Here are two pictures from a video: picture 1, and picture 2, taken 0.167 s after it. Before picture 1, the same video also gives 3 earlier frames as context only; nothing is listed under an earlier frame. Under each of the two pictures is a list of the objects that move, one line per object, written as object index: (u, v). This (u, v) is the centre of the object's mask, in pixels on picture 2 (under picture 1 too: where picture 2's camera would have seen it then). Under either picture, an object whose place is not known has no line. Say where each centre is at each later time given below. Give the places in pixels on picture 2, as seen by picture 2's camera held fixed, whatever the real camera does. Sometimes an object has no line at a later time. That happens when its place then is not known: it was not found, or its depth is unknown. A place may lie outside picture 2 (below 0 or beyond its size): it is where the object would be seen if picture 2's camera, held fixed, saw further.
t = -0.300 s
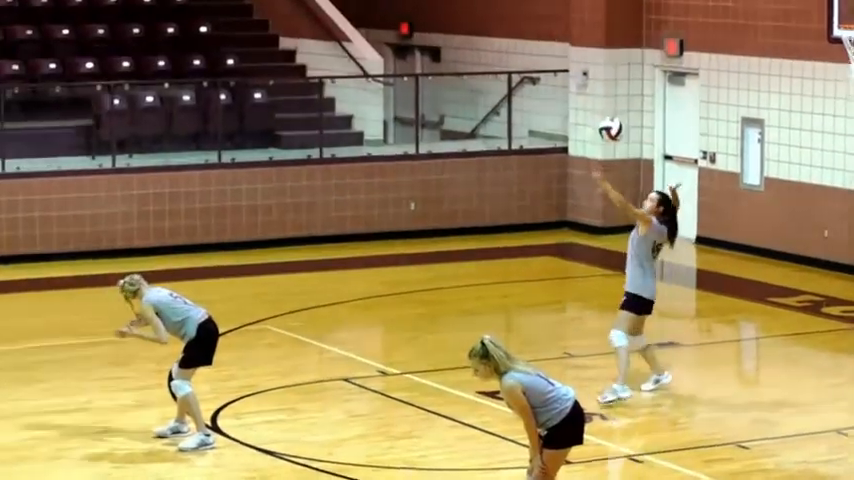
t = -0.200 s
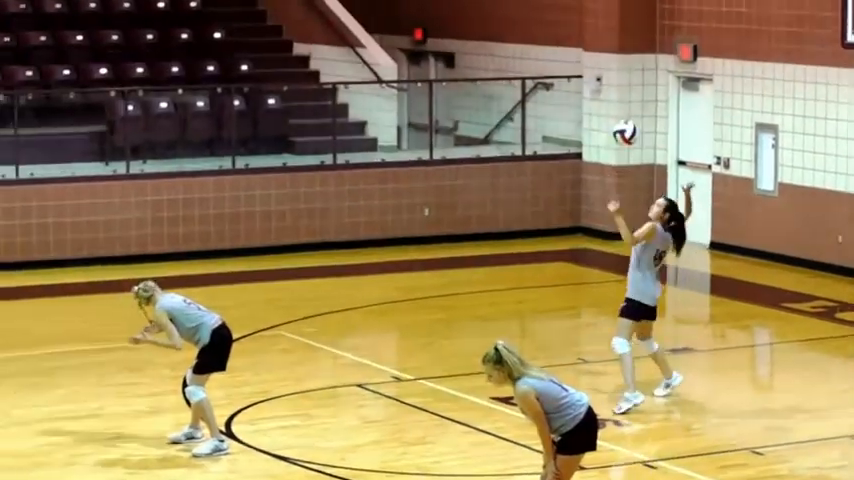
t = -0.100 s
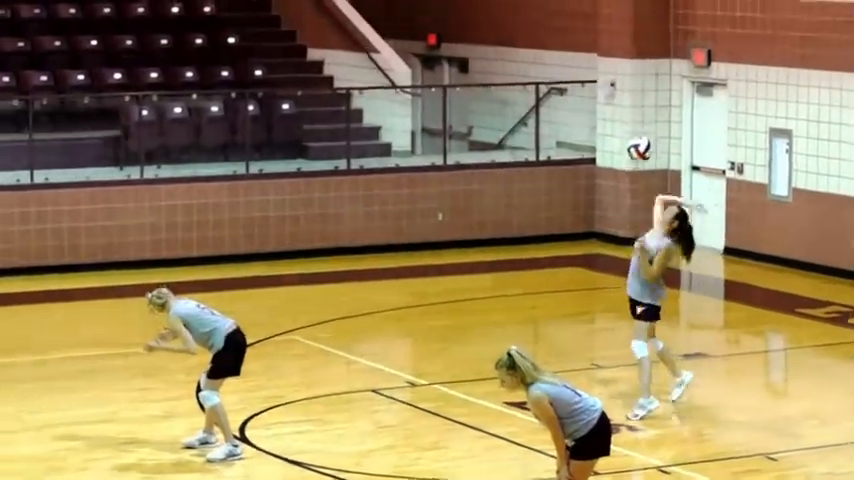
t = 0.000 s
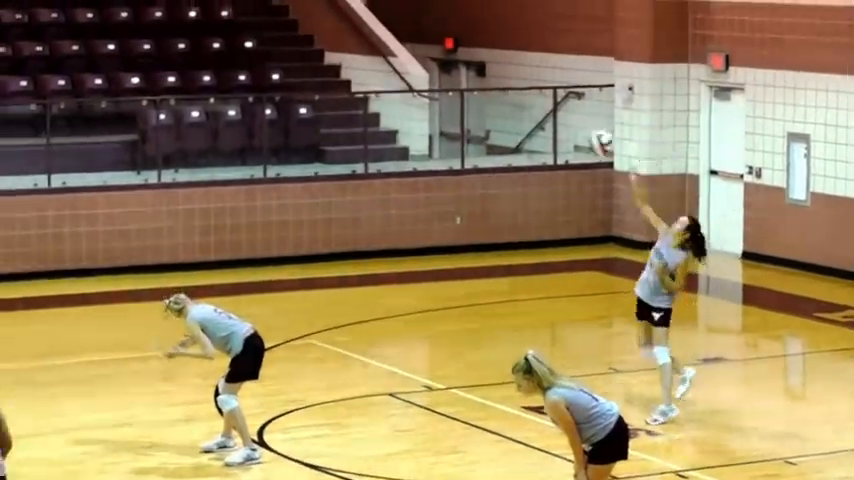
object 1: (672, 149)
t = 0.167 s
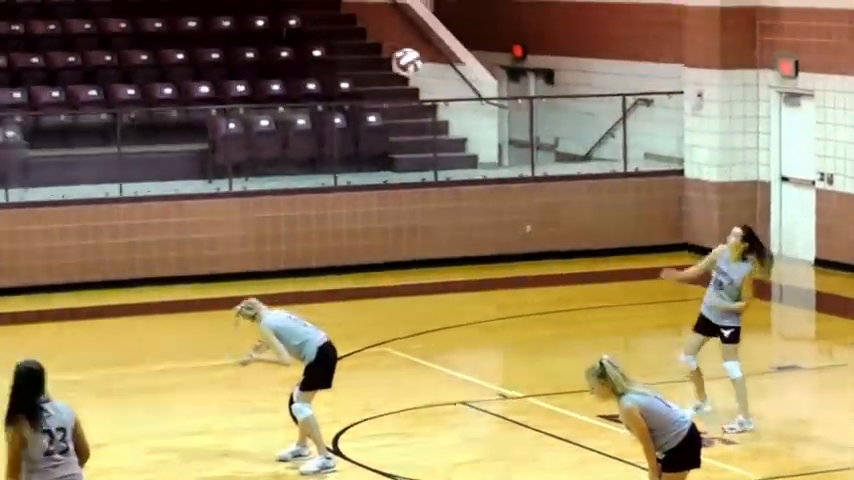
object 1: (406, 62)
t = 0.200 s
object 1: (353, 47)
